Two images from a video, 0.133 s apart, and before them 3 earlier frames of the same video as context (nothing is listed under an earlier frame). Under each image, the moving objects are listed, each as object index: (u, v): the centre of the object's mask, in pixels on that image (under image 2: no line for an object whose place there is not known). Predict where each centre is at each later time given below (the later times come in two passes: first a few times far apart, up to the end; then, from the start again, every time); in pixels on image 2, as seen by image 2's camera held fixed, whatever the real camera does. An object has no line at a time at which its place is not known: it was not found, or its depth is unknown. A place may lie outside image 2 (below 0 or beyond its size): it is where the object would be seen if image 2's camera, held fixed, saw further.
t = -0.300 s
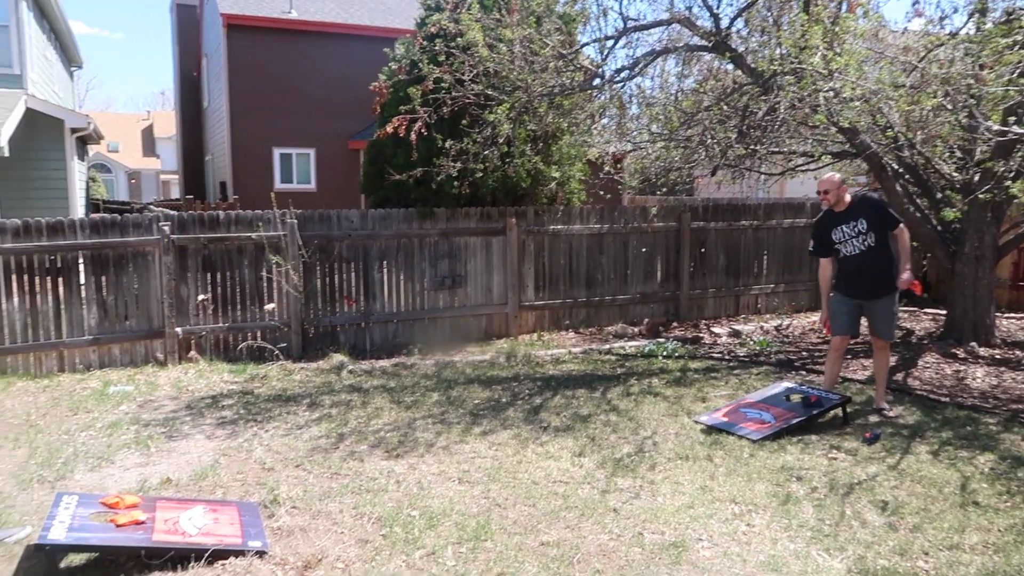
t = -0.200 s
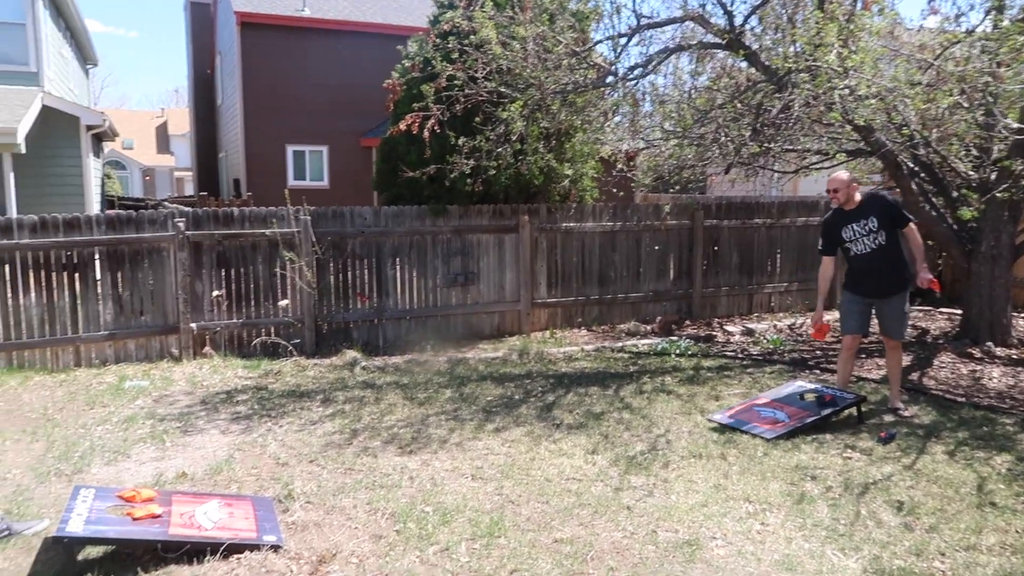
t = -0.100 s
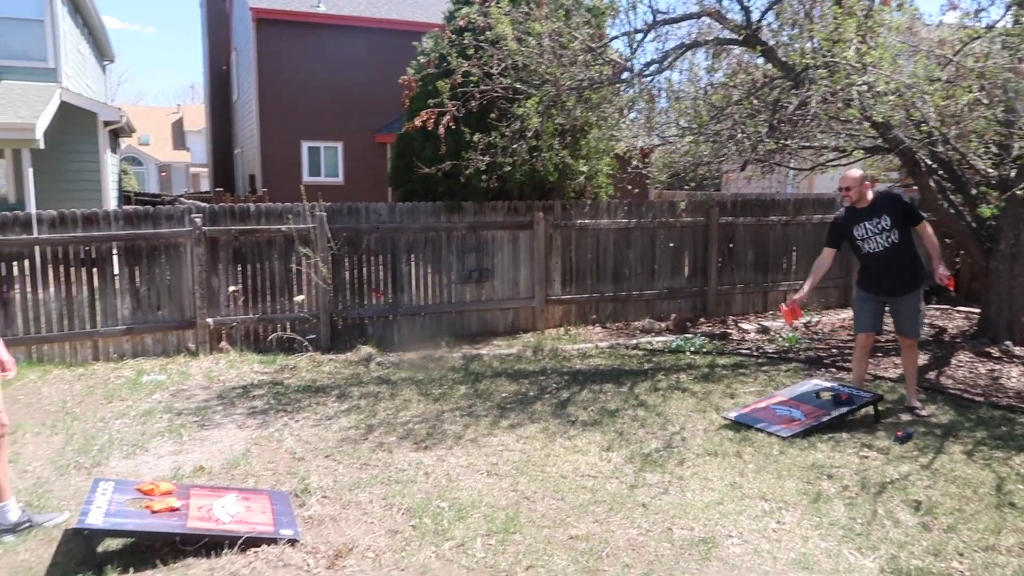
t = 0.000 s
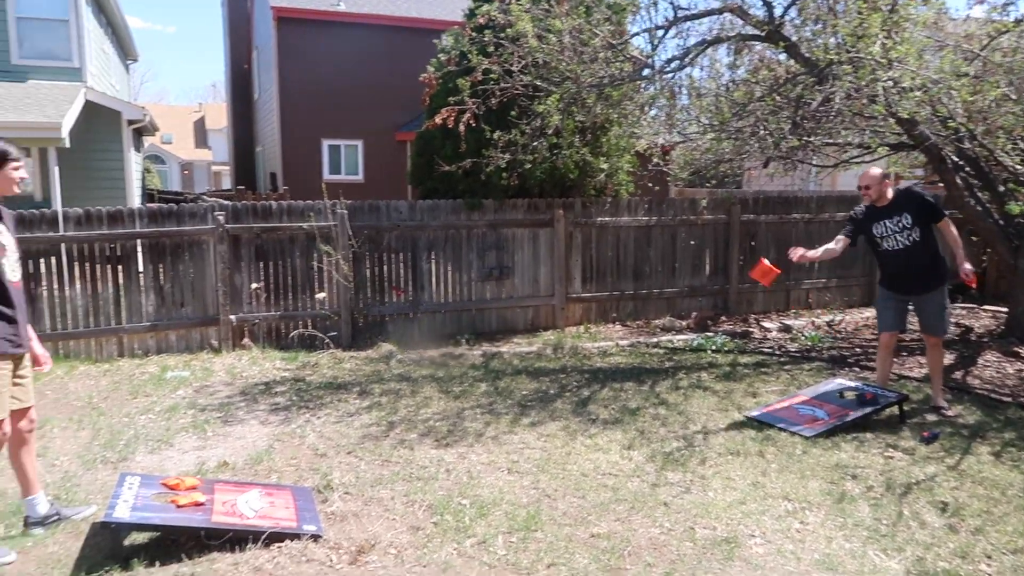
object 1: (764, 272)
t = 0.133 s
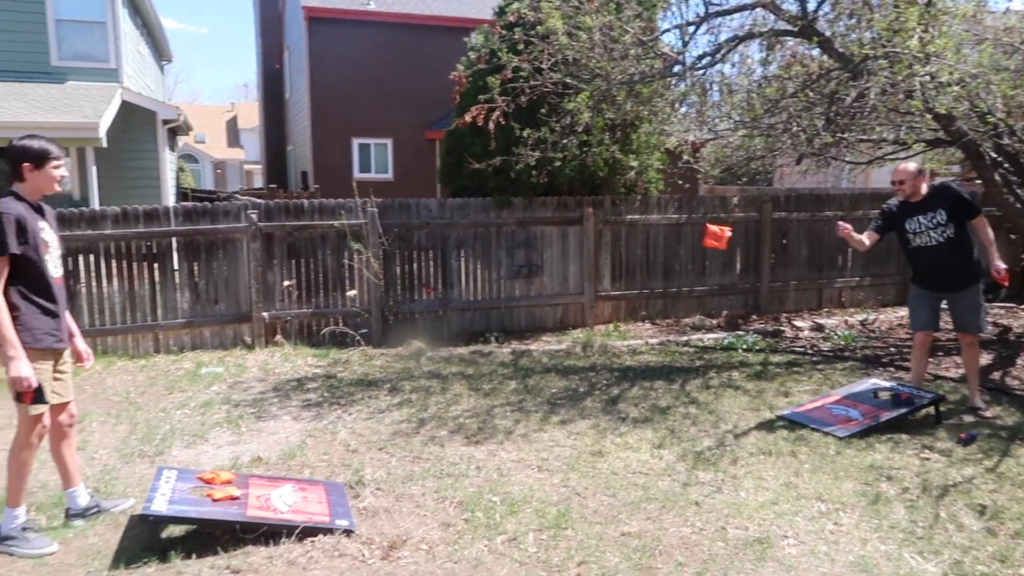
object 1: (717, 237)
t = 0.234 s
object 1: (646, 227)
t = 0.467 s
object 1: (463, 269)
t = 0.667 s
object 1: (285, 402)
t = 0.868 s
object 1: (184, 461)
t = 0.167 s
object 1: (694, 232)
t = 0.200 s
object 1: (670, 228)
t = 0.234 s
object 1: (646, 227)
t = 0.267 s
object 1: (623, 228)
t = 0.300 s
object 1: (597, 229)
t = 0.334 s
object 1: (571, 233)
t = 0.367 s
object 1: (544, 239)
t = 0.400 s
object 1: (517, 247)
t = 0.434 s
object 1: (491, 257)
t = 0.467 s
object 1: (463, 269)
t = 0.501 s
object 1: (435, 284)
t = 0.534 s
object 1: (406, 303)
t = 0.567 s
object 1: (377, 323)
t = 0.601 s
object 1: (347, 346)
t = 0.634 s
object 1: (316, 374)
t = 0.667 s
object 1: (285, 402)
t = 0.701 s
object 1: (253, 434)
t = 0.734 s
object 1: (221, 464)
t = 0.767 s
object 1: (207, 466)
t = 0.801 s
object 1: (199, 464)
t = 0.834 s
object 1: (190, 463)
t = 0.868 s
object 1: (184, 461)
